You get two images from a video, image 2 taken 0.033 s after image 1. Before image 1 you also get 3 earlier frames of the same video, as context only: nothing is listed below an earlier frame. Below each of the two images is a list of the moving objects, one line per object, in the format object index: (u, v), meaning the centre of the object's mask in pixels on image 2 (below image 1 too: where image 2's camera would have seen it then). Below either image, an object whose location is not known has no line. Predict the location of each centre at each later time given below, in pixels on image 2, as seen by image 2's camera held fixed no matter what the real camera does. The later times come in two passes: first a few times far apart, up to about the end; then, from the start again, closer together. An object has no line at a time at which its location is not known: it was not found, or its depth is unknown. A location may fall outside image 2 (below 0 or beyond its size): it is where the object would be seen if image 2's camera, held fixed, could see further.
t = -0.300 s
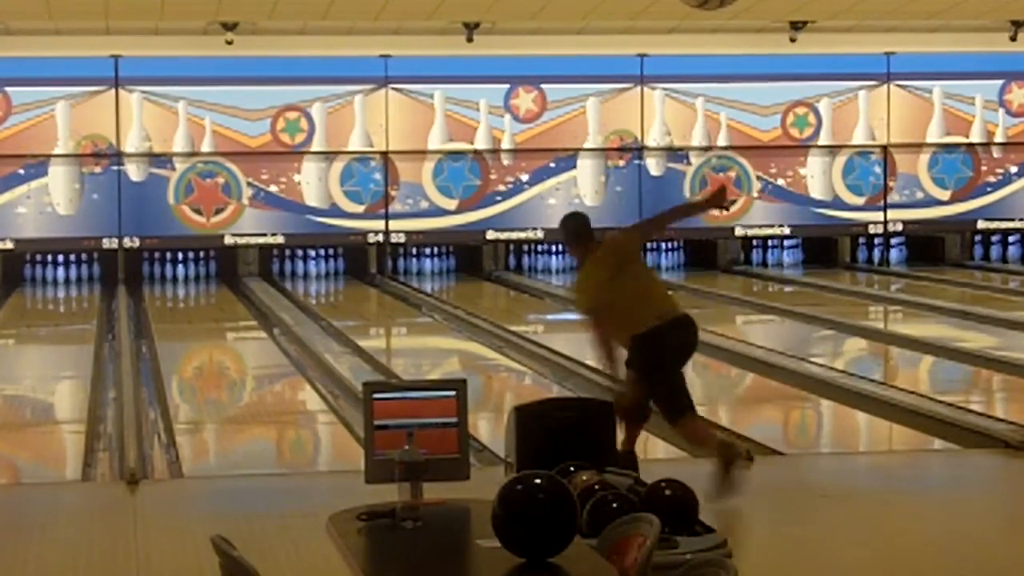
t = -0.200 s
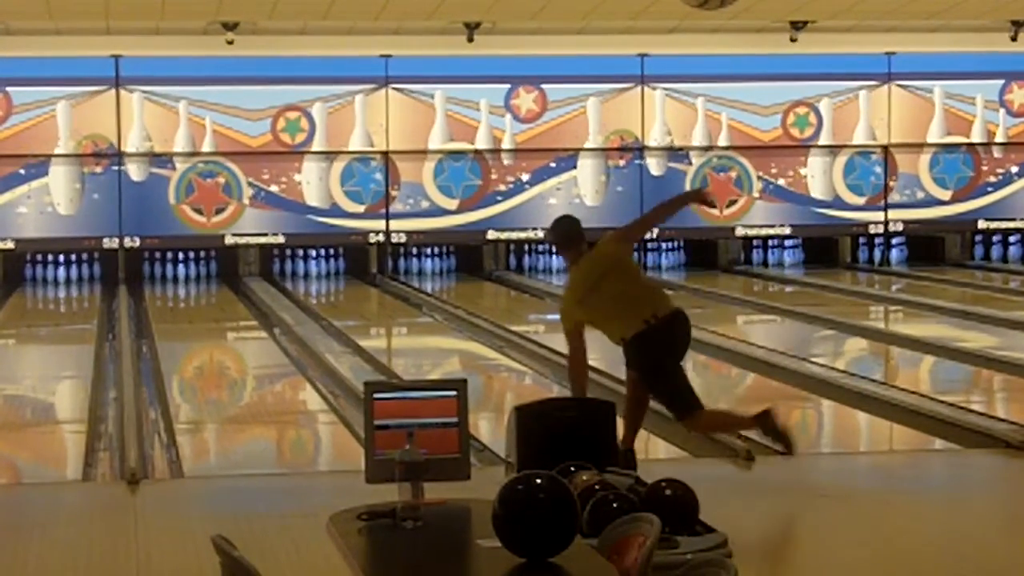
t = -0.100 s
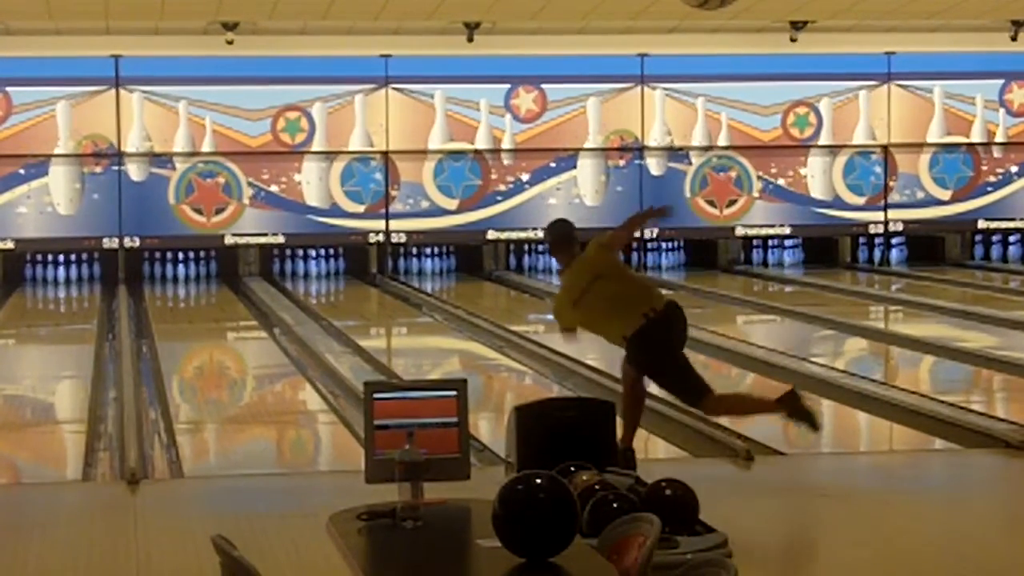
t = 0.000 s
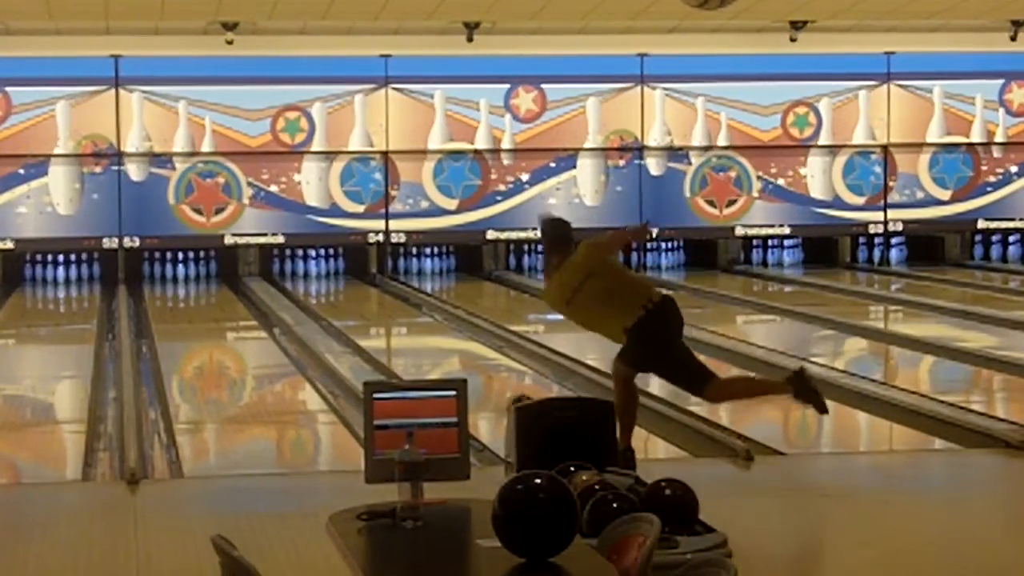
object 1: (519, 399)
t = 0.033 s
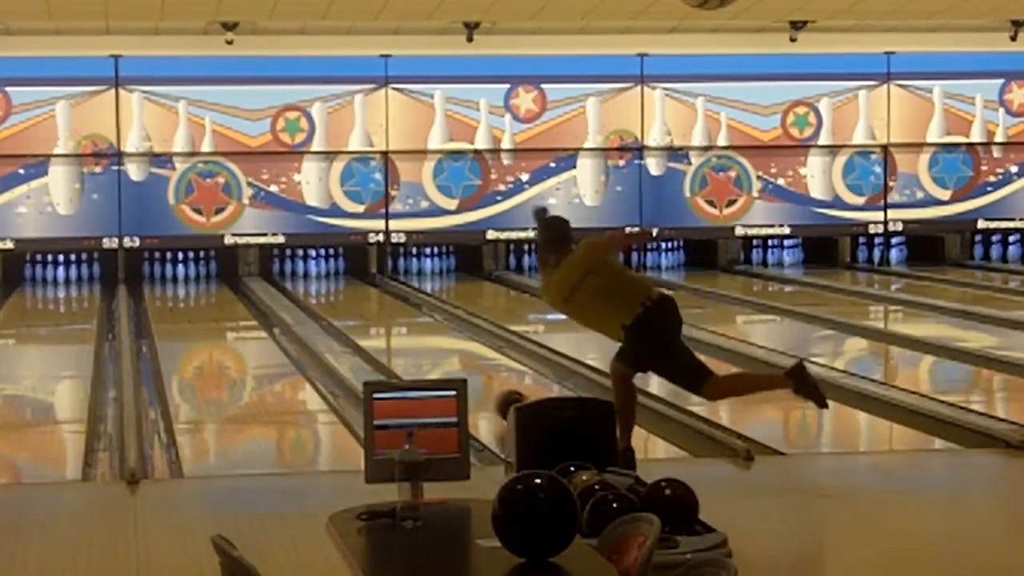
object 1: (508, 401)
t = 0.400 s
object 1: (424, 358)
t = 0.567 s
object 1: (396, 341)
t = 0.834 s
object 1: (359, 324)
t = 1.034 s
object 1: (338, 311)
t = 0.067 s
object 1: (501, 400)
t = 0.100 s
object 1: (492, 396)
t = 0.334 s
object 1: (438, 365)
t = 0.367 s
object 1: (431, 362)
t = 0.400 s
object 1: (424, 358)
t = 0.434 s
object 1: (418, 355)
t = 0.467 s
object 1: (412, 352)
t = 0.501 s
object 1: (406, 349)
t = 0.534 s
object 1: (401, 345)
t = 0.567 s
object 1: (396, 341)
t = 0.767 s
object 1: (367, 328)
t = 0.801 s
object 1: (363, 325)
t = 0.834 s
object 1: (359, 324)
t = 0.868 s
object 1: (355, 322)
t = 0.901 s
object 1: (352, 319)
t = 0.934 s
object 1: (348, 317)
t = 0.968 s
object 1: (345, 315)
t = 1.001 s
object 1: (341, 313)
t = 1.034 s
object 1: (338, 311)
